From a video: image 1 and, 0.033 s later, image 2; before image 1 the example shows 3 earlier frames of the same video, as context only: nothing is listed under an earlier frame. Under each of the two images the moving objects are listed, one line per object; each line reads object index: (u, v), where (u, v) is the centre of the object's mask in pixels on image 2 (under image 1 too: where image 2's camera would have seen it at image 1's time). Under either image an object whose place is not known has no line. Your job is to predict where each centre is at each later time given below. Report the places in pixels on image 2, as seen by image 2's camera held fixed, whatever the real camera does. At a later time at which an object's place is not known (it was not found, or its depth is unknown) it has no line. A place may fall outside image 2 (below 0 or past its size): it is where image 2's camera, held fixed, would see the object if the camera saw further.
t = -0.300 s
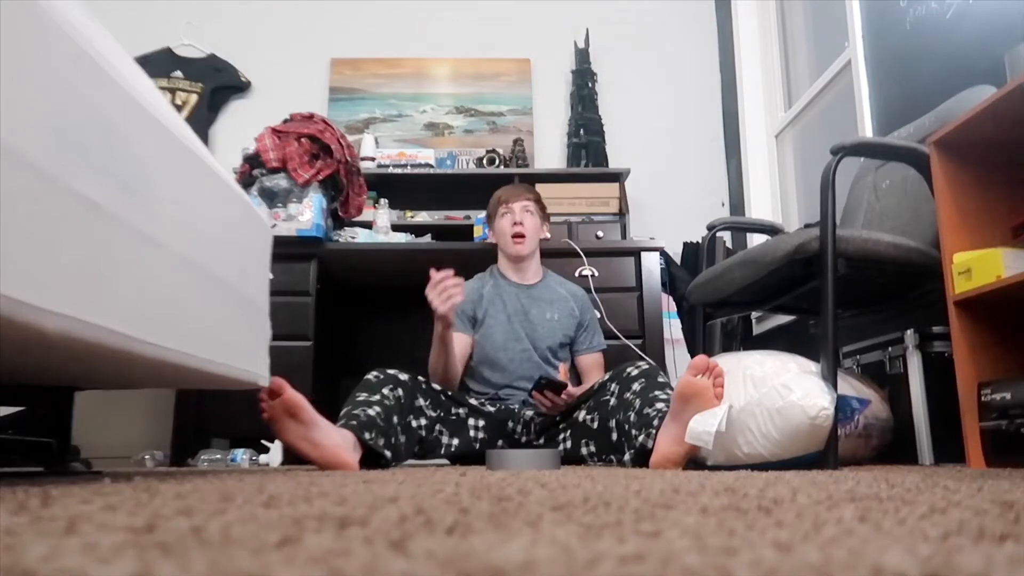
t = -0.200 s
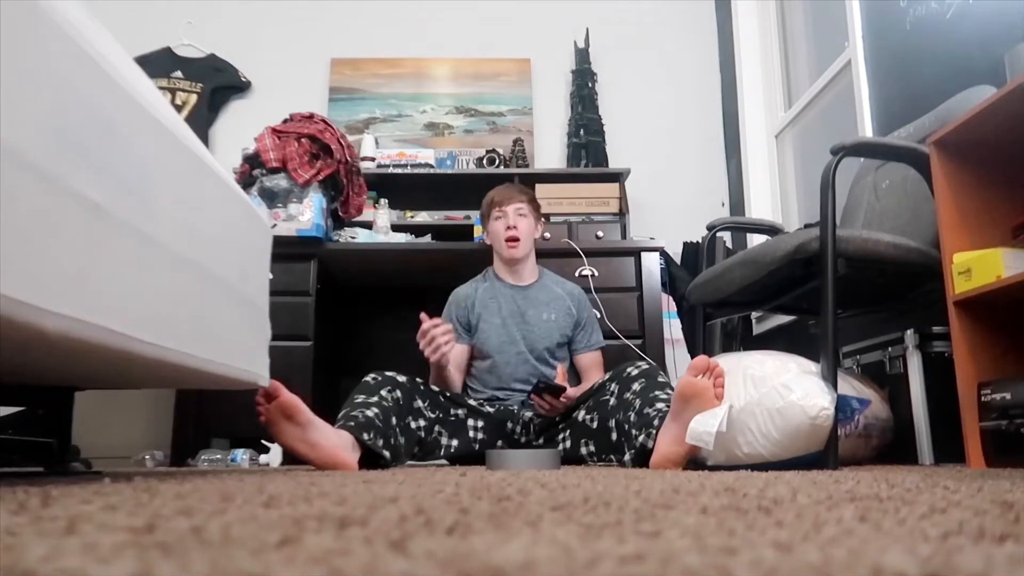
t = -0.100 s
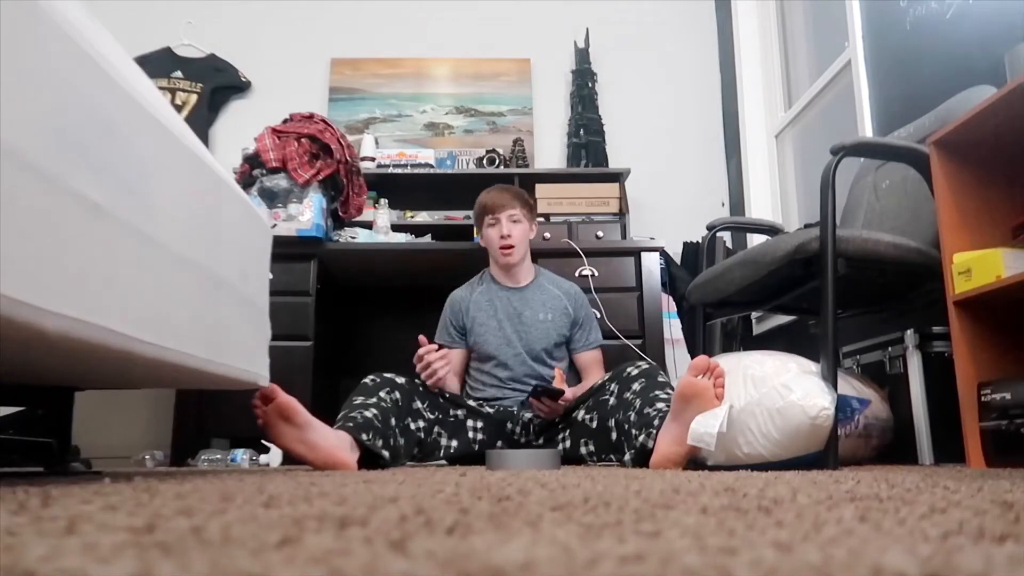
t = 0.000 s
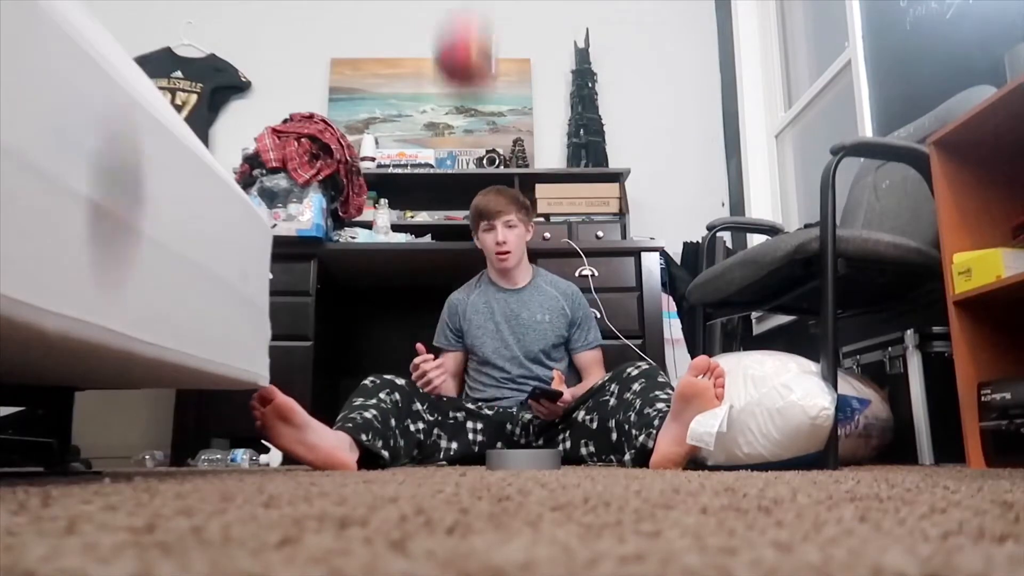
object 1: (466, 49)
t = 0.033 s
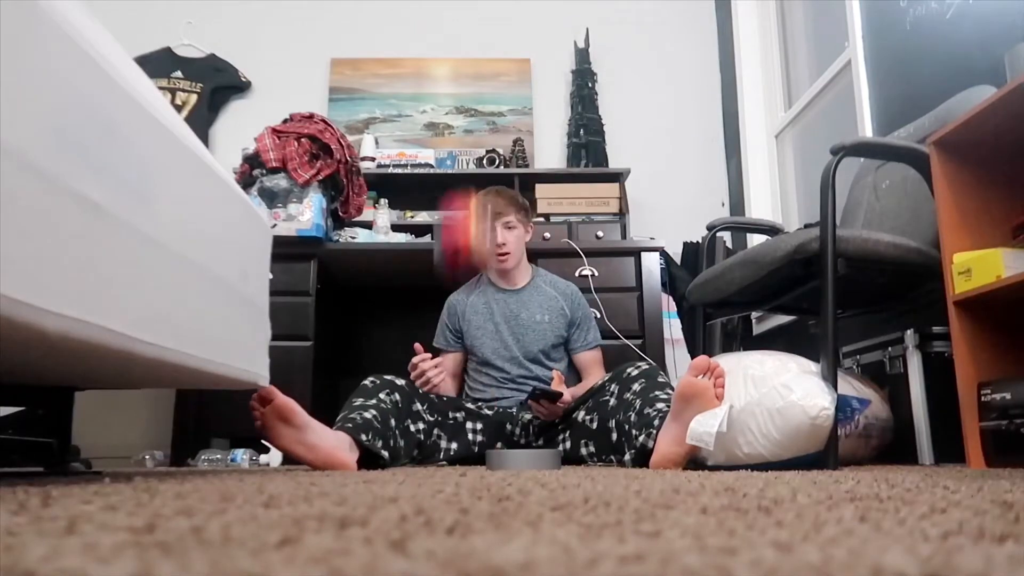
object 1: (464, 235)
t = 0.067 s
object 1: (468, 413)
